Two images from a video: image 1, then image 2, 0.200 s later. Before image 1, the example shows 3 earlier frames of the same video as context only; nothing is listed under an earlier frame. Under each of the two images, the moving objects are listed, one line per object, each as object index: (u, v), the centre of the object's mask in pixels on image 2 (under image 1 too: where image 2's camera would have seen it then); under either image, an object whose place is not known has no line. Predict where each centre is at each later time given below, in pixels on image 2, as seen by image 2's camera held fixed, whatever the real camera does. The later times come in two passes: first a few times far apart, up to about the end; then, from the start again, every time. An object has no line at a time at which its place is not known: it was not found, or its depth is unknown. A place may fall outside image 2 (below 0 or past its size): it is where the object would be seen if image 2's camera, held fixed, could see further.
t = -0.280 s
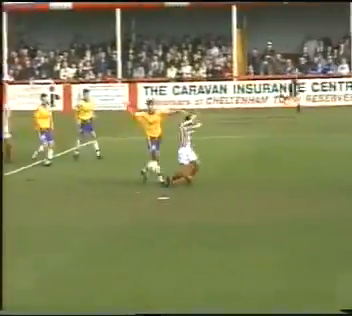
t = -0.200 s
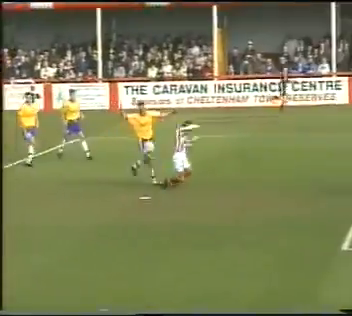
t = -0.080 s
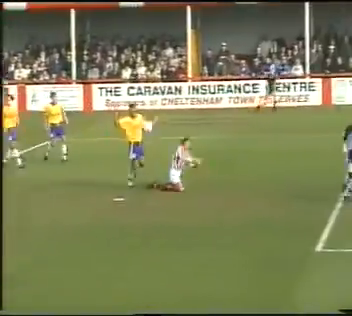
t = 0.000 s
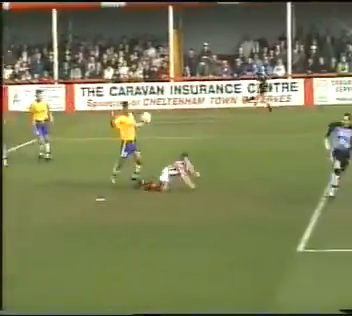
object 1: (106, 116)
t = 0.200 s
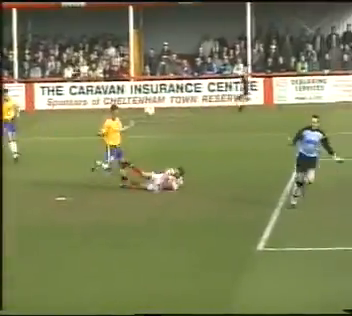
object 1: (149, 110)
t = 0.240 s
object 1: (158, 111)
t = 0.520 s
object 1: (219, 150)
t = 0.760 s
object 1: (271, 223)
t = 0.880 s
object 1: (301, 223)
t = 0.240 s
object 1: (158, 111)
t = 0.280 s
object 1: (166, 113)
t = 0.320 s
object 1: (176, 117)
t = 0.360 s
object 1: (184, 122)
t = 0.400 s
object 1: (193, 127)
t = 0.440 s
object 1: (202, 133)
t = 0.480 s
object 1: (211, 140)
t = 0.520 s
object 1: (219, 150)
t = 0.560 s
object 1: (228, 160)
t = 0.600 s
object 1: (236, 171)
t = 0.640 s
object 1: (245, 182)
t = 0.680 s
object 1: (254, 195)
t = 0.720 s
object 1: (262, 209)
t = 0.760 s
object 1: (271, 223)
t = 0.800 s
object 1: (280, 238)
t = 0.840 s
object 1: (291, 231)
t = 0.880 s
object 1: (301, 223)
